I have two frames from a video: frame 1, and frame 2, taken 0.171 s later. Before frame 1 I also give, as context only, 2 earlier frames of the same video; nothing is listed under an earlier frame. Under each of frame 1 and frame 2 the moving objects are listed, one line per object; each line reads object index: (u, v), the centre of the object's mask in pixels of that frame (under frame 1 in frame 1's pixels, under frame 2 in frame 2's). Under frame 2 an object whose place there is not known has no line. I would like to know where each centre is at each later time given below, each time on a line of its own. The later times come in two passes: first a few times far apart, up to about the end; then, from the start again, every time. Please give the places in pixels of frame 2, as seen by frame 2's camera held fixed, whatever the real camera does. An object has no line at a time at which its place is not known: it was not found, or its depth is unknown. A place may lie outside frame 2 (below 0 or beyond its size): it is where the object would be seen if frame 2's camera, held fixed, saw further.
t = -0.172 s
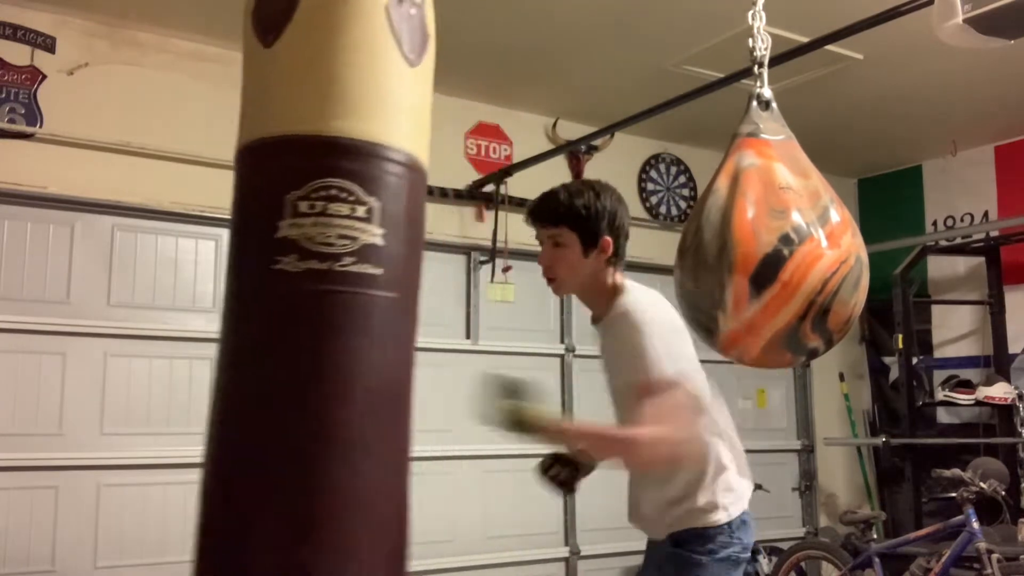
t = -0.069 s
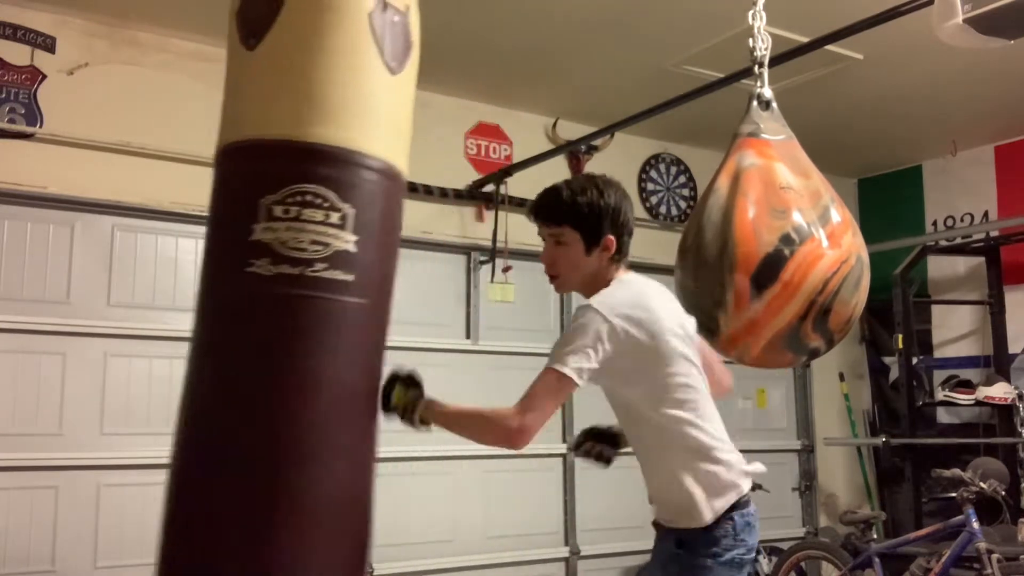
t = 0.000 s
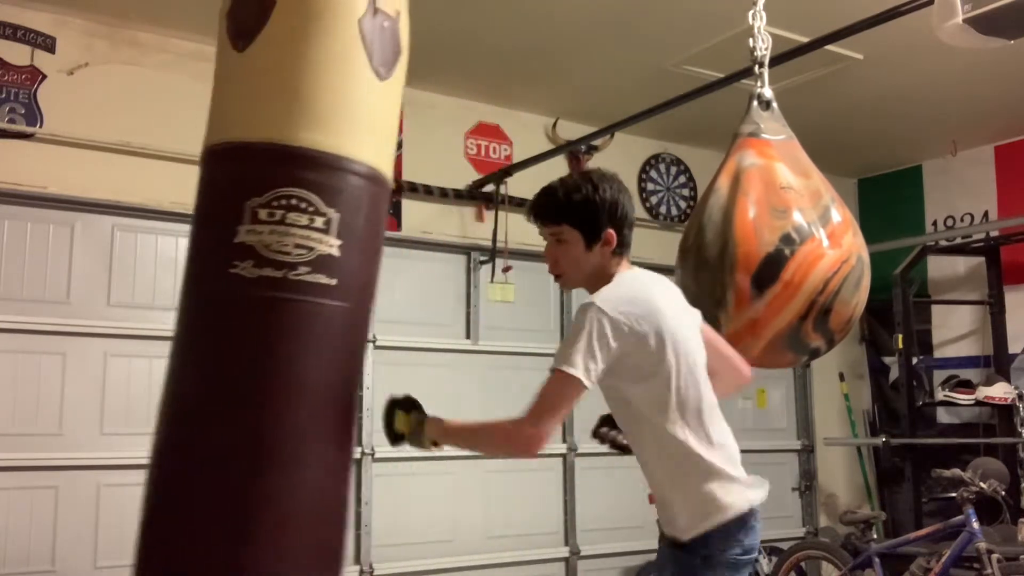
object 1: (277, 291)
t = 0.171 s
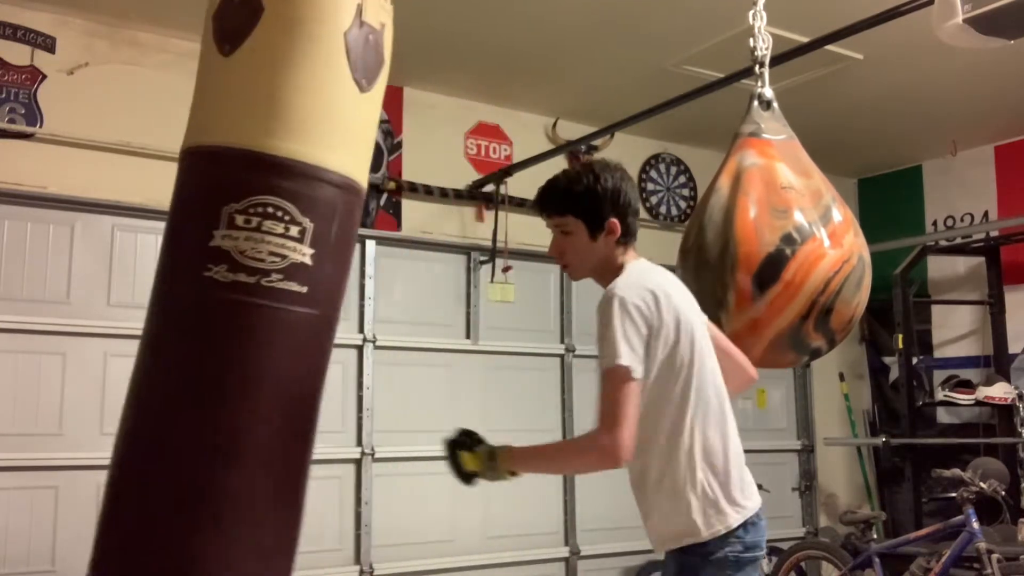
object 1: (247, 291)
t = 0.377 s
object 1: (230, 290)
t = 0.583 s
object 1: (245, 290)
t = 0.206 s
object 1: (243, 291)
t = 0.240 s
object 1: (238, 291)
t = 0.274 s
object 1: (235, 291)
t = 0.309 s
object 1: (231, 291)
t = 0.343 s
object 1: (230, 291)
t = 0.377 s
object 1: (230, 290)
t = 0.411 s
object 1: (231, 290)
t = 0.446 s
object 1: (233, 290)
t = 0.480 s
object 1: (235, 290)
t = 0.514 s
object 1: (238, 290)
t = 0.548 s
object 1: (241, 290)
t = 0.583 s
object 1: (245, 290)
